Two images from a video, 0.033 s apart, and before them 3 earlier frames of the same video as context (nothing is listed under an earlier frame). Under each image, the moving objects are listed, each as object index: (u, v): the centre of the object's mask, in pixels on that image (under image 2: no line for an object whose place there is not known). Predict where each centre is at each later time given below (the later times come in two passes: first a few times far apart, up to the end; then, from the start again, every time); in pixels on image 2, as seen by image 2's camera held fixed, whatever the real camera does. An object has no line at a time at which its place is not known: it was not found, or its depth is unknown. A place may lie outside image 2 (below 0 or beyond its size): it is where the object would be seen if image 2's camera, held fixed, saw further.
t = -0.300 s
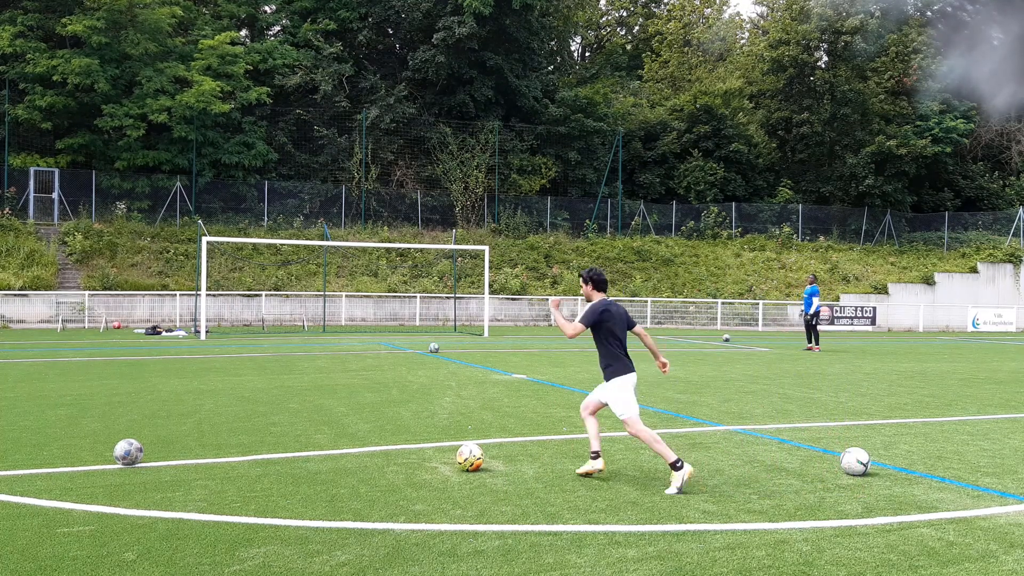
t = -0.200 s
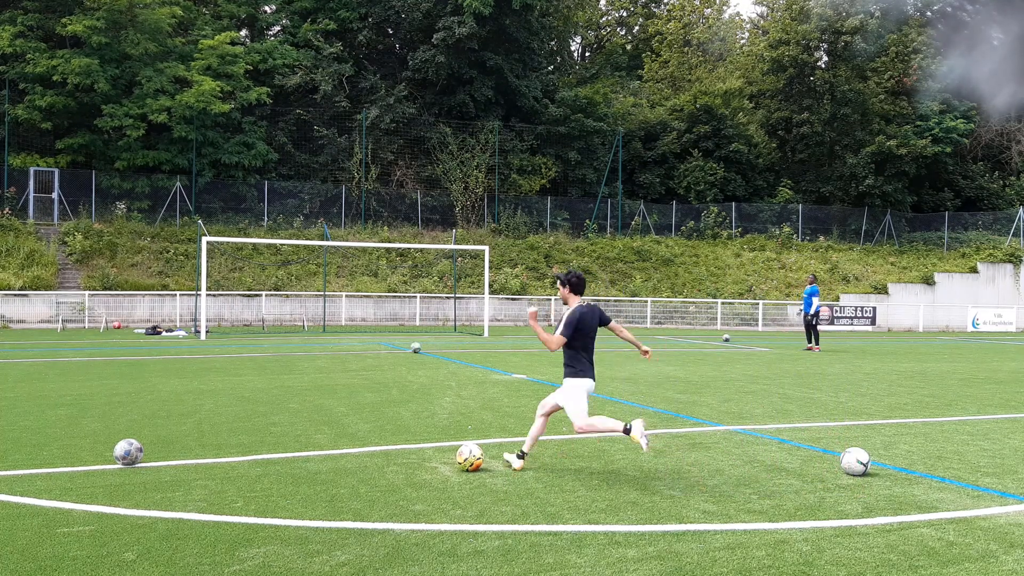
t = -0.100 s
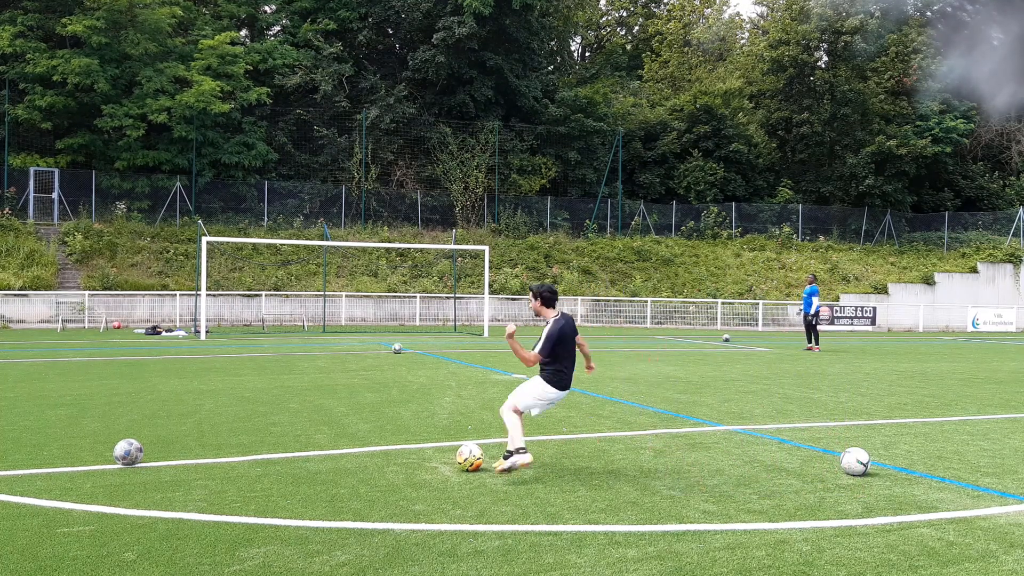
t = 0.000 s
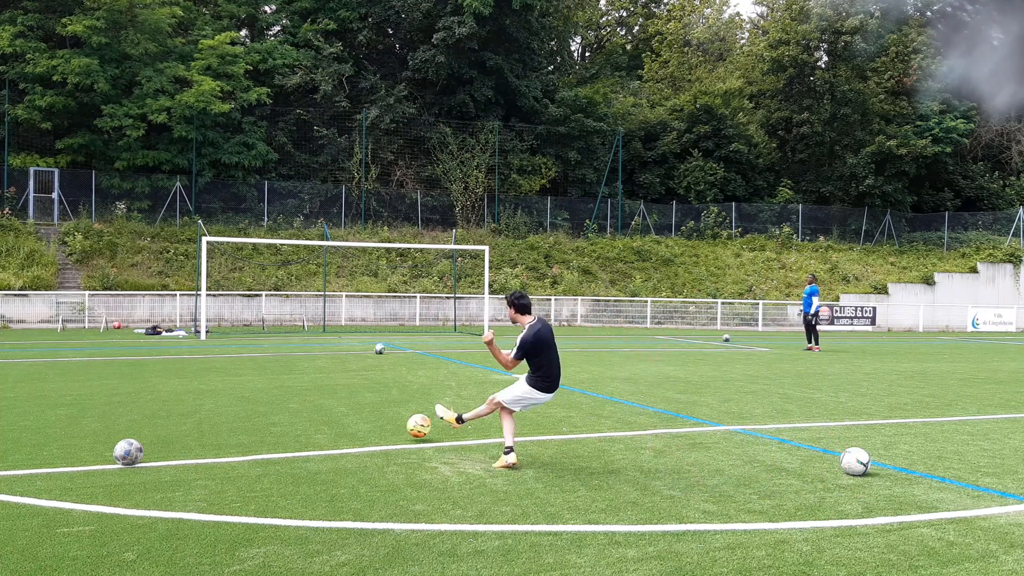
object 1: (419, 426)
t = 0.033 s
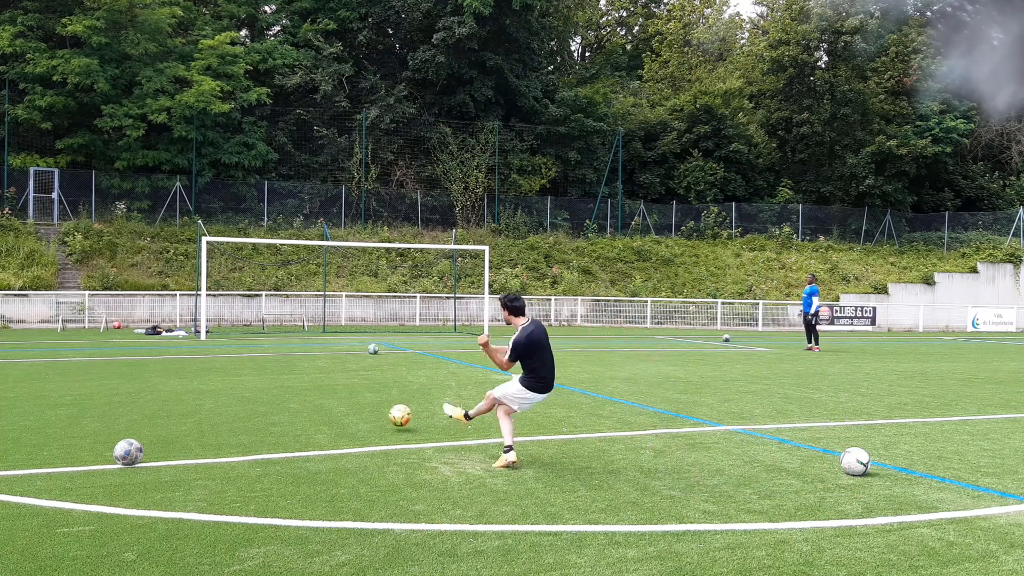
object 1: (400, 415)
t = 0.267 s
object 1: (328, 375)
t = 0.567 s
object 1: (296, 354)
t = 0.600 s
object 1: (294, 350)
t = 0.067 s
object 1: (384, 407)
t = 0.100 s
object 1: (370, 402)
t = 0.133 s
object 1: (359, 398)
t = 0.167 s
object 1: (350, 391)
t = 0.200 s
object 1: (342, 384)
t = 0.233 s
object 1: (334, 378)
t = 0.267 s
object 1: (328, 375)
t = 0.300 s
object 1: (322, 372)
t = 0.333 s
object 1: (317, 371)
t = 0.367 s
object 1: (313, 367)
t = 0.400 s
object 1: (310, 363)
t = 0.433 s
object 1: (306, 360)
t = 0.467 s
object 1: (303, 357)
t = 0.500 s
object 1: (301, 356)
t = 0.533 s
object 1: (298, 355)
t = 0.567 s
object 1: (296, 354)
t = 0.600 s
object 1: (294, 350)
